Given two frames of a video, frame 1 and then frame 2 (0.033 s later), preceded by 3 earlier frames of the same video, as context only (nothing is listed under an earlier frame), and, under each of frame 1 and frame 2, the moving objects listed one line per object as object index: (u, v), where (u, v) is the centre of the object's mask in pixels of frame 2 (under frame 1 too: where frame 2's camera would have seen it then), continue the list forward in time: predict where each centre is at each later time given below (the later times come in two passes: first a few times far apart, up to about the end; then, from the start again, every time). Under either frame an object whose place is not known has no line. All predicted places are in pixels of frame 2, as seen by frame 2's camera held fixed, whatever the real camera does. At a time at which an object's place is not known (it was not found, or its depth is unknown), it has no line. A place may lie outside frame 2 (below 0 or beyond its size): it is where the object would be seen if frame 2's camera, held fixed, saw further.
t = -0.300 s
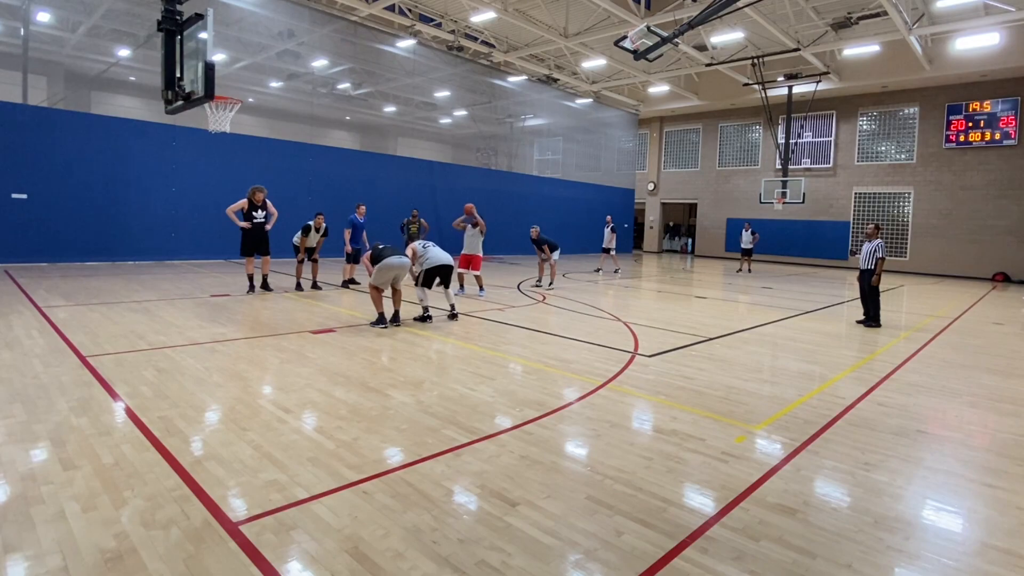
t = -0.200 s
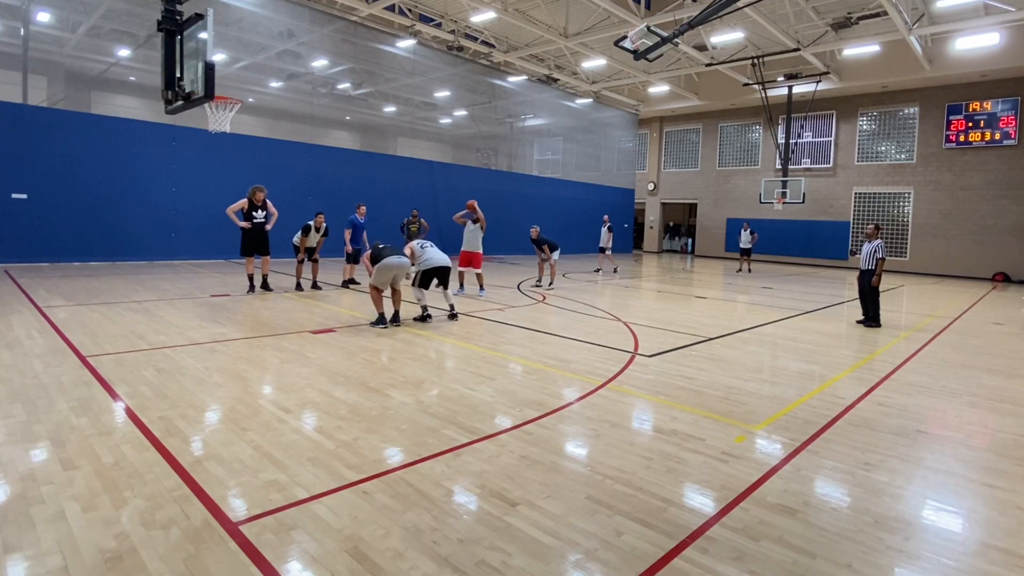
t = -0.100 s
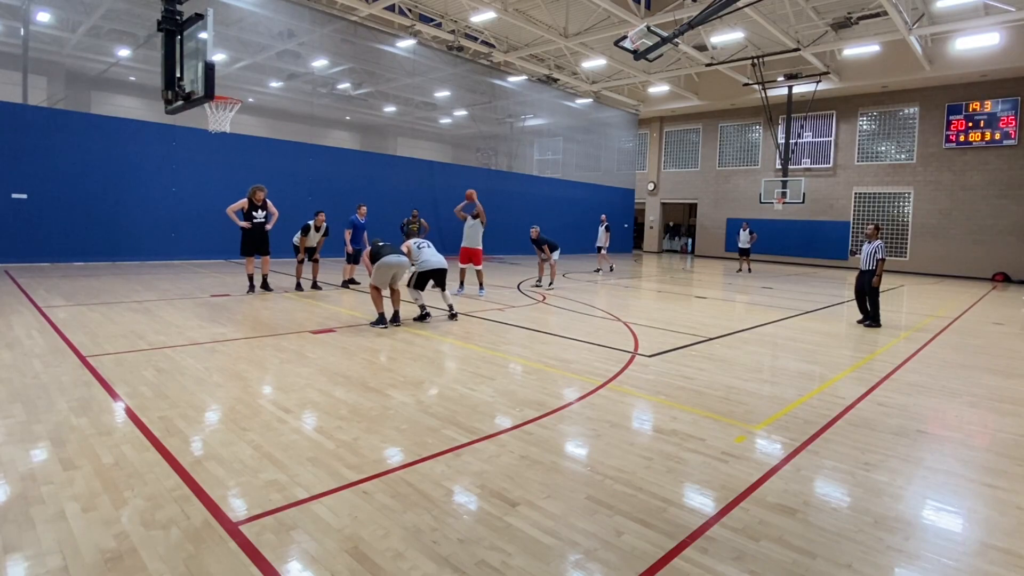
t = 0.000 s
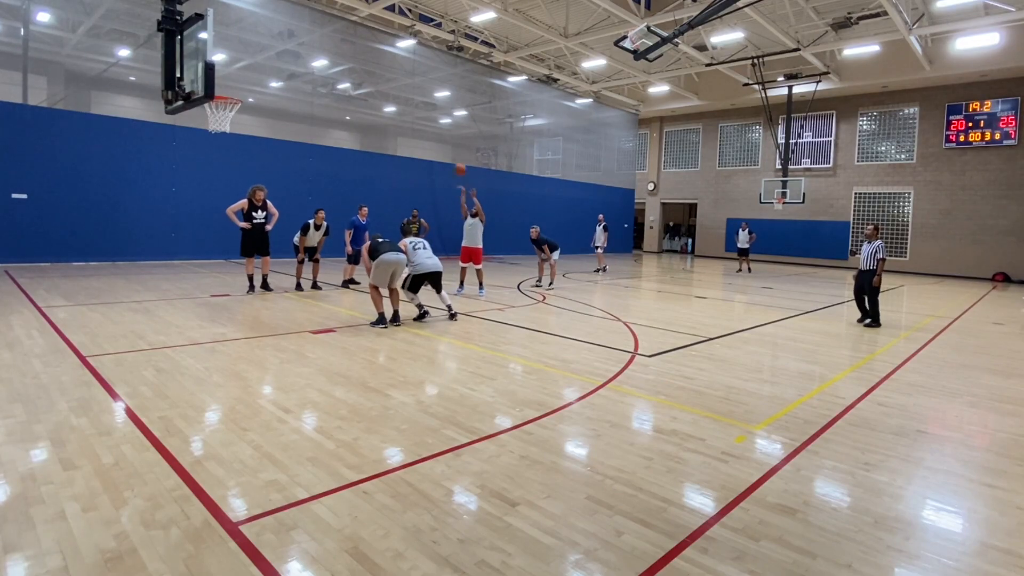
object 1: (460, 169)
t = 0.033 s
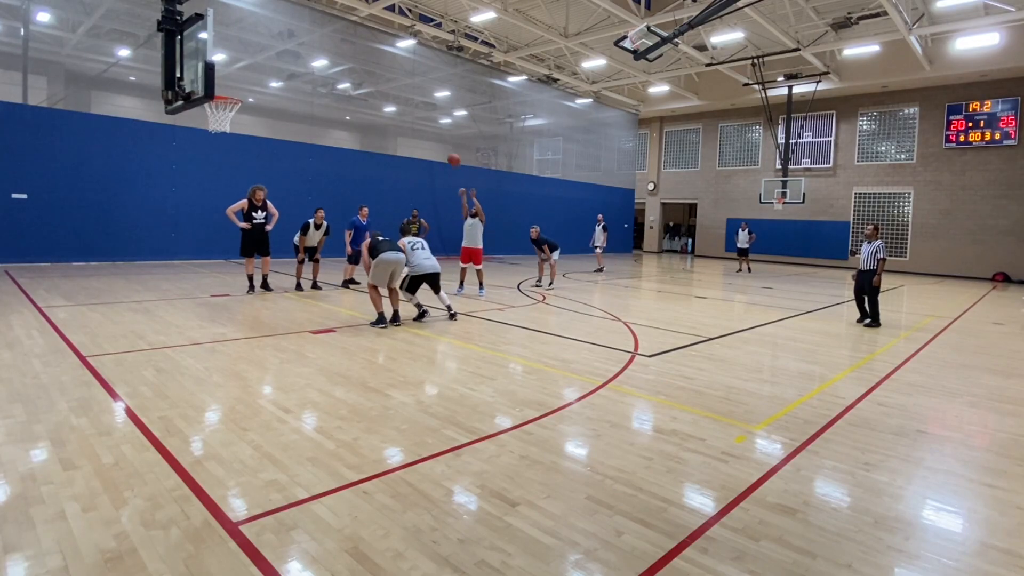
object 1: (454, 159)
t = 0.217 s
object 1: (419, 112)
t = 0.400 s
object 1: (379, 79)
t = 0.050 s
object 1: (451, 154)
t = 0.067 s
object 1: (448, 150)
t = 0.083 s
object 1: (445, 145)
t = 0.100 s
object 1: (442, 141)
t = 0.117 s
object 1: (438, 136)
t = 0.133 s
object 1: (435, 133)
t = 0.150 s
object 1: (432, 128)
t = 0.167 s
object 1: (429, 124)
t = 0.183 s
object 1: (425, 120)
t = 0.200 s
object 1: (422, 116)
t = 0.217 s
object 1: (419, 112)
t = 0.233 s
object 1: (415, 108)
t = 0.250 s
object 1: (412, 105)
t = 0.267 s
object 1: (409, 101)
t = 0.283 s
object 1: (405, 97)
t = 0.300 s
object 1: (402, 95)
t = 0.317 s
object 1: (398, 92)
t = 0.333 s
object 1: (394, 89)
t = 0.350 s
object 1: (390, 87)
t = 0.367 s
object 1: (387, 84)
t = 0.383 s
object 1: (383, 81)
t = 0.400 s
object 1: (379, 79)
